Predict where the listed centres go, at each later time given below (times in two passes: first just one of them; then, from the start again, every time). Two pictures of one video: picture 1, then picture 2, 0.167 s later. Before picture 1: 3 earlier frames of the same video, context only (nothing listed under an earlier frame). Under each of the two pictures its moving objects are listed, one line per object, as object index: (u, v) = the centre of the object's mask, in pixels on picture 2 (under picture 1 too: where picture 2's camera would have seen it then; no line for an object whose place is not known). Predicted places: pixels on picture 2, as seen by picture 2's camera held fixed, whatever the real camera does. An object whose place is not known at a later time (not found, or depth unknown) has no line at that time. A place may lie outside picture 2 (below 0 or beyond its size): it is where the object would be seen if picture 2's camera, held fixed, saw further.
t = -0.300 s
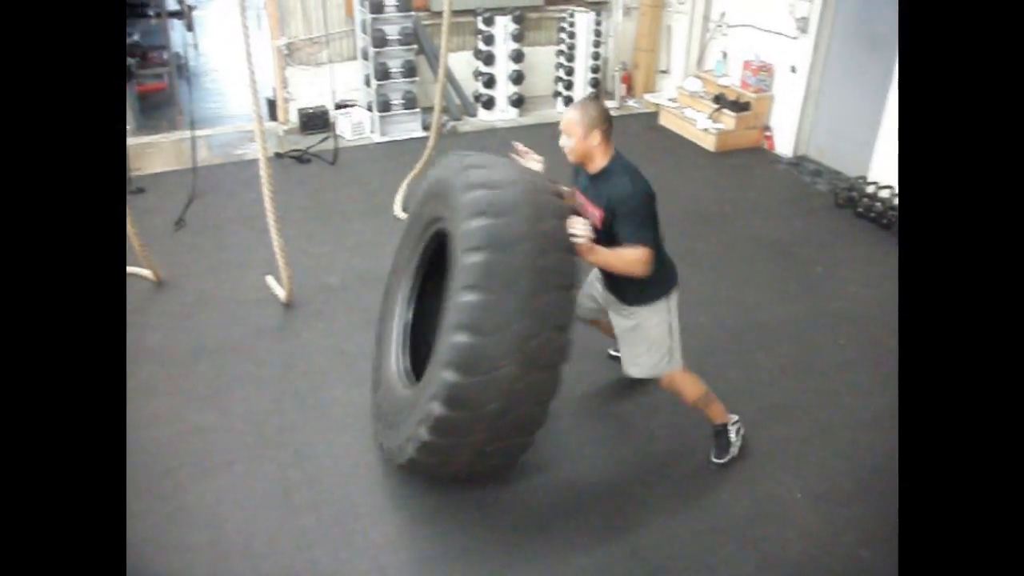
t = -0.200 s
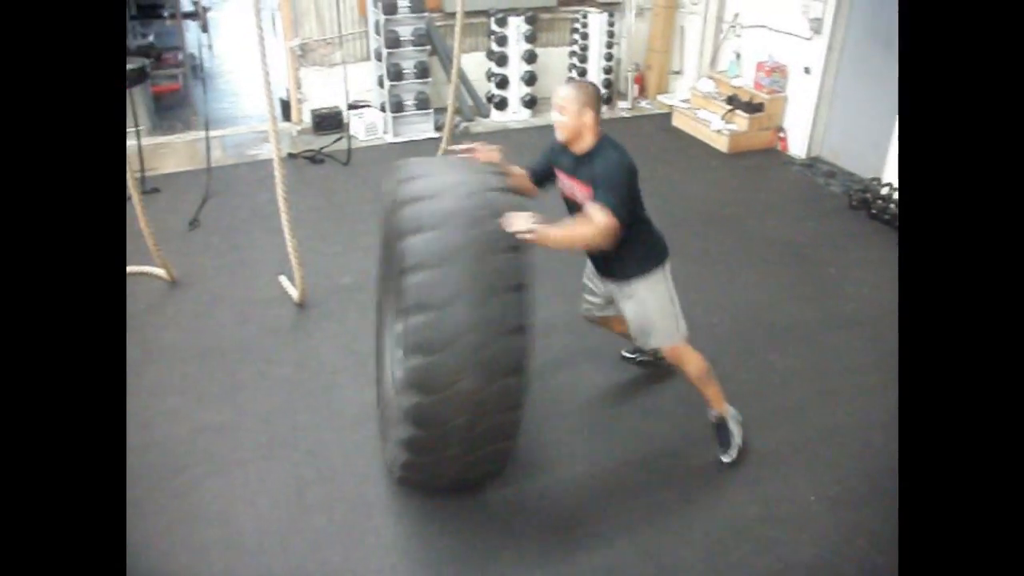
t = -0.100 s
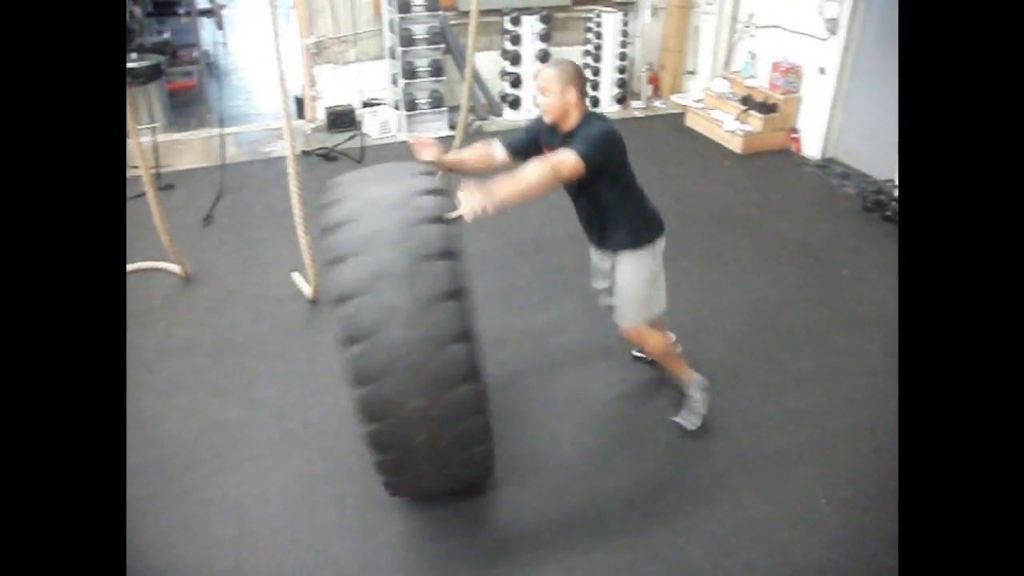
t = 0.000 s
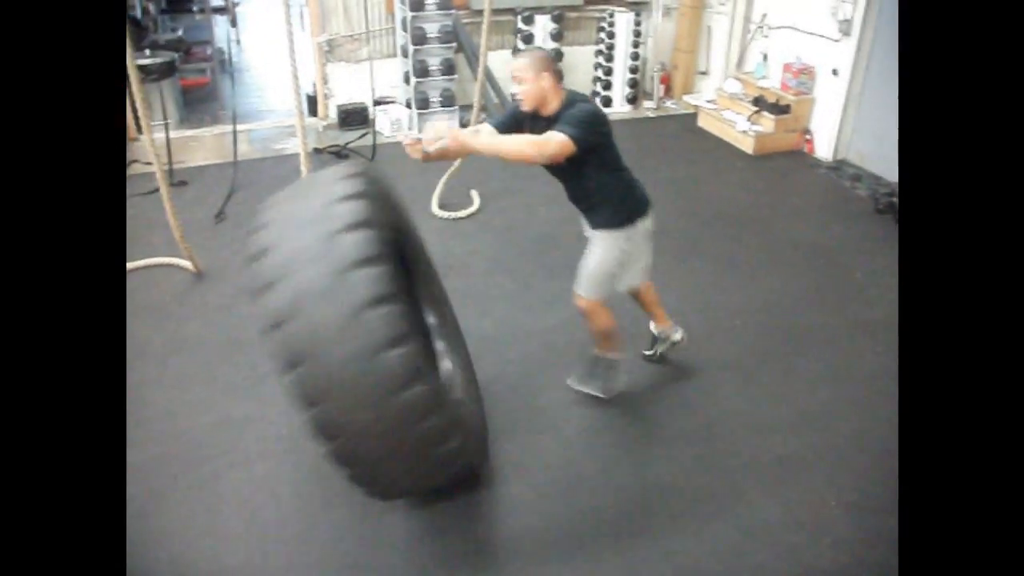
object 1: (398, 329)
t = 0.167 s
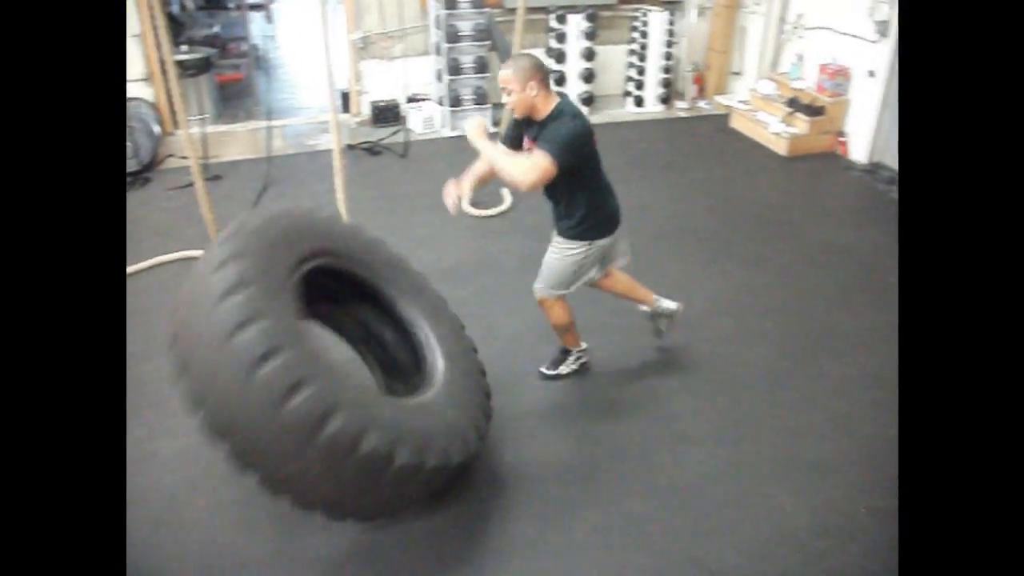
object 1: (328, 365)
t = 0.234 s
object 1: (305, 388)
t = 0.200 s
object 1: (316, 376)
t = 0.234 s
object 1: (305, 388)
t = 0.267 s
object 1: (294, 402)
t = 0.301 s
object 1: (285, 418)
